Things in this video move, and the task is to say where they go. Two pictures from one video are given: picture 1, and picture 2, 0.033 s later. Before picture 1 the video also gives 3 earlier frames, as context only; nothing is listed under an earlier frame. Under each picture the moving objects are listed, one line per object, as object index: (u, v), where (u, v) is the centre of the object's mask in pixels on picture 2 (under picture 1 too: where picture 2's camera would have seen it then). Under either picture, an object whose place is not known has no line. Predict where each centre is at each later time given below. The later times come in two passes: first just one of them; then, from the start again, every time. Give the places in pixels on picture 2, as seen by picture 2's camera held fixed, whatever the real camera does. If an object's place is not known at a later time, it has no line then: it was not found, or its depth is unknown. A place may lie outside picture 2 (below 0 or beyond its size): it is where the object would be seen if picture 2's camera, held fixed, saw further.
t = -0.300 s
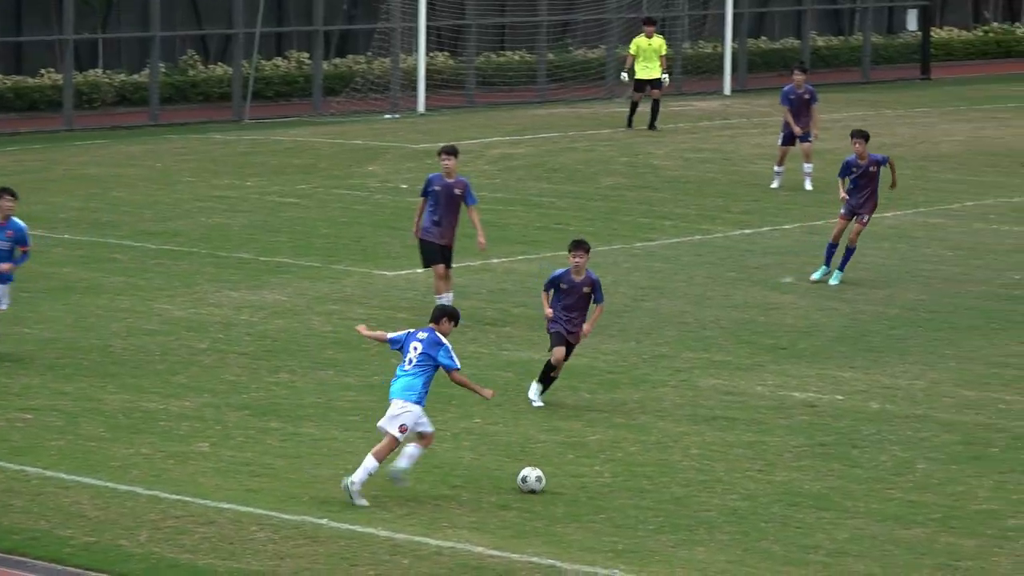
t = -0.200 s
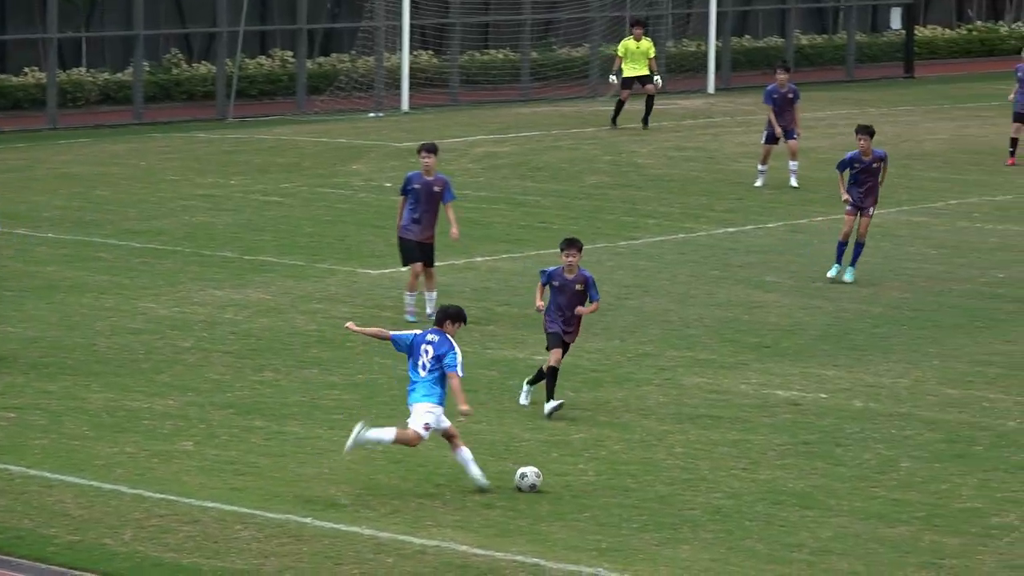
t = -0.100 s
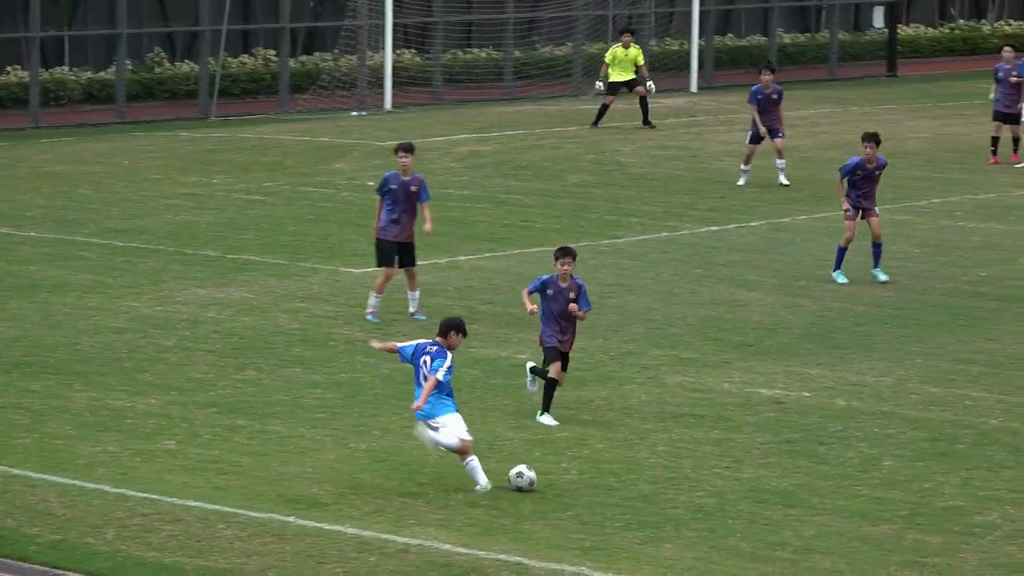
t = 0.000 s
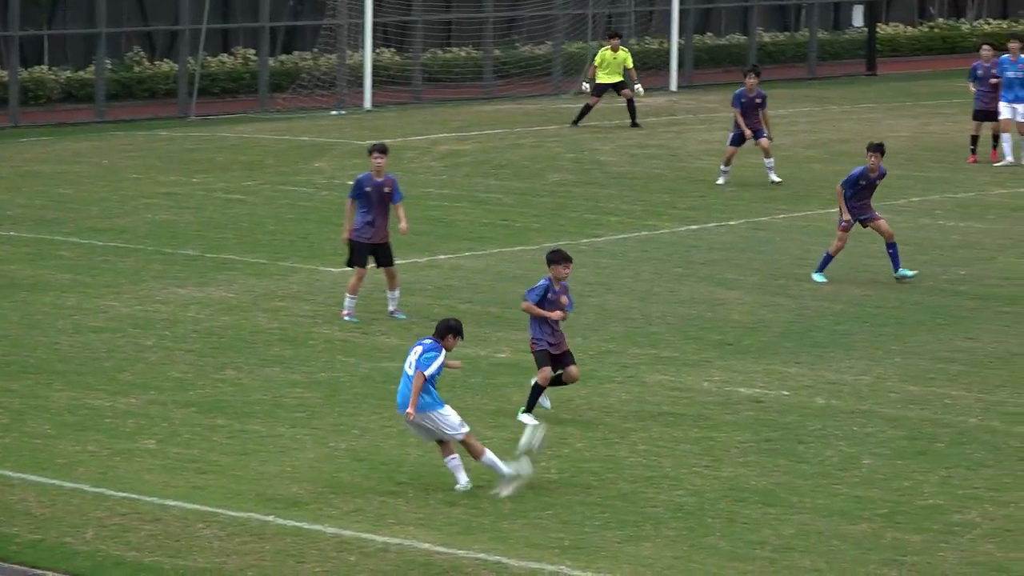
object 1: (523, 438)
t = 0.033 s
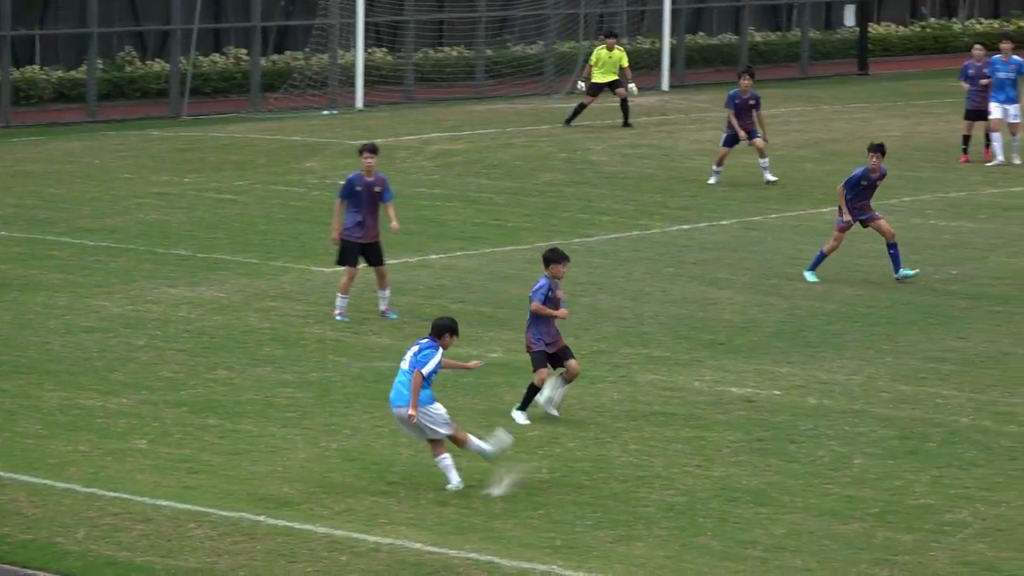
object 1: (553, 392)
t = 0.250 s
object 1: (710, 156)
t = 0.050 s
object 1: (566, 373)
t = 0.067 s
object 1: (579, 350)
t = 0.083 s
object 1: (592, 331)
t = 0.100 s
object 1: (605, 311)
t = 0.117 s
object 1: (617, 292)
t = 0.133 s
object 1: (630, 273)
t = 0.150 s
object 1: (642, 255)
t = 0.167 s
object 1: (654, 236)
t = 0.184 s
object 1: (666, 221)
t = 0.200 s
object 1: (678, 204)
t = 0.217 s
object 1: (690, 187)
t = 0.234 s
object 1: (700, 171)
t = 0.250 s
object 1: (710, 156)
